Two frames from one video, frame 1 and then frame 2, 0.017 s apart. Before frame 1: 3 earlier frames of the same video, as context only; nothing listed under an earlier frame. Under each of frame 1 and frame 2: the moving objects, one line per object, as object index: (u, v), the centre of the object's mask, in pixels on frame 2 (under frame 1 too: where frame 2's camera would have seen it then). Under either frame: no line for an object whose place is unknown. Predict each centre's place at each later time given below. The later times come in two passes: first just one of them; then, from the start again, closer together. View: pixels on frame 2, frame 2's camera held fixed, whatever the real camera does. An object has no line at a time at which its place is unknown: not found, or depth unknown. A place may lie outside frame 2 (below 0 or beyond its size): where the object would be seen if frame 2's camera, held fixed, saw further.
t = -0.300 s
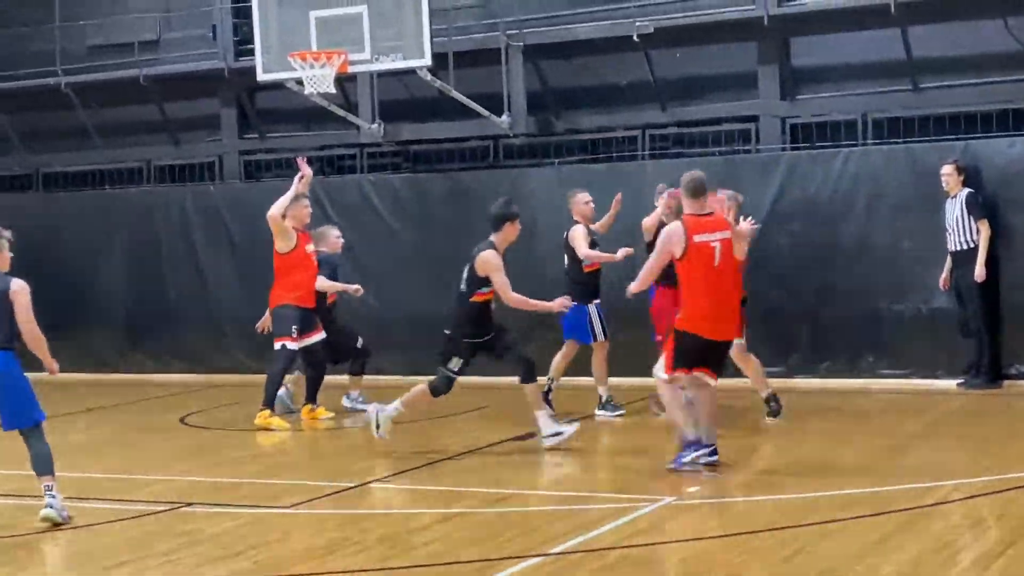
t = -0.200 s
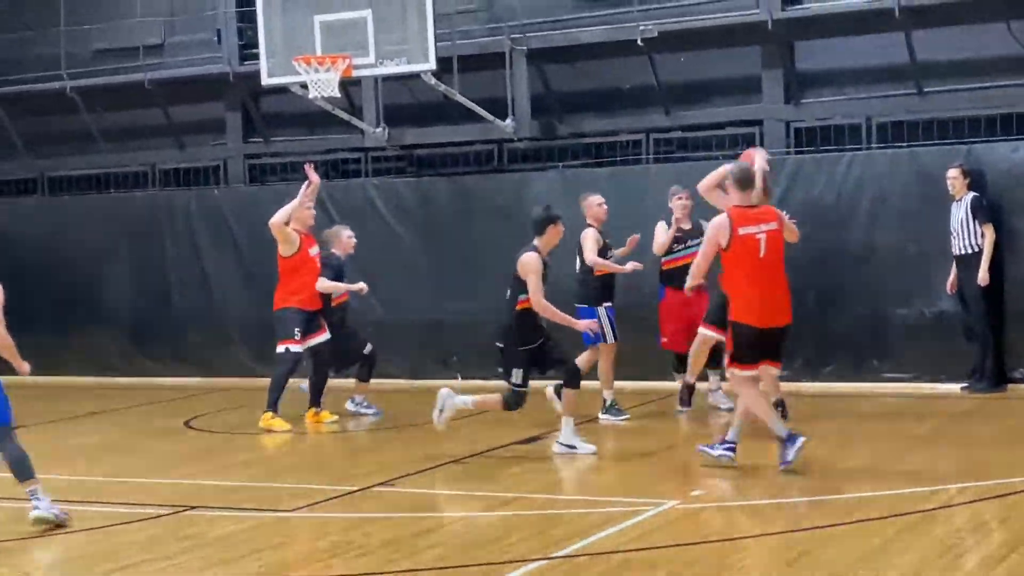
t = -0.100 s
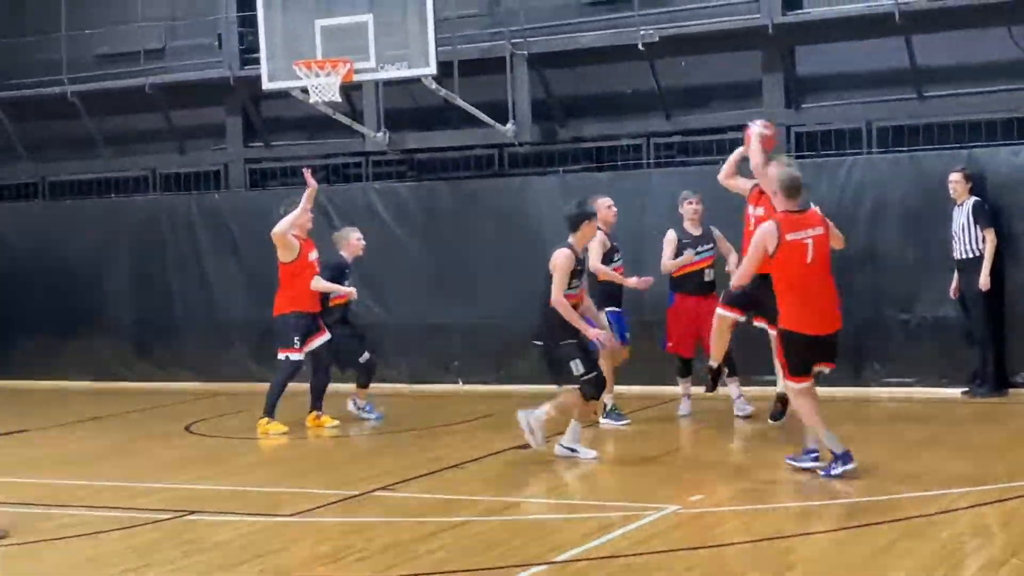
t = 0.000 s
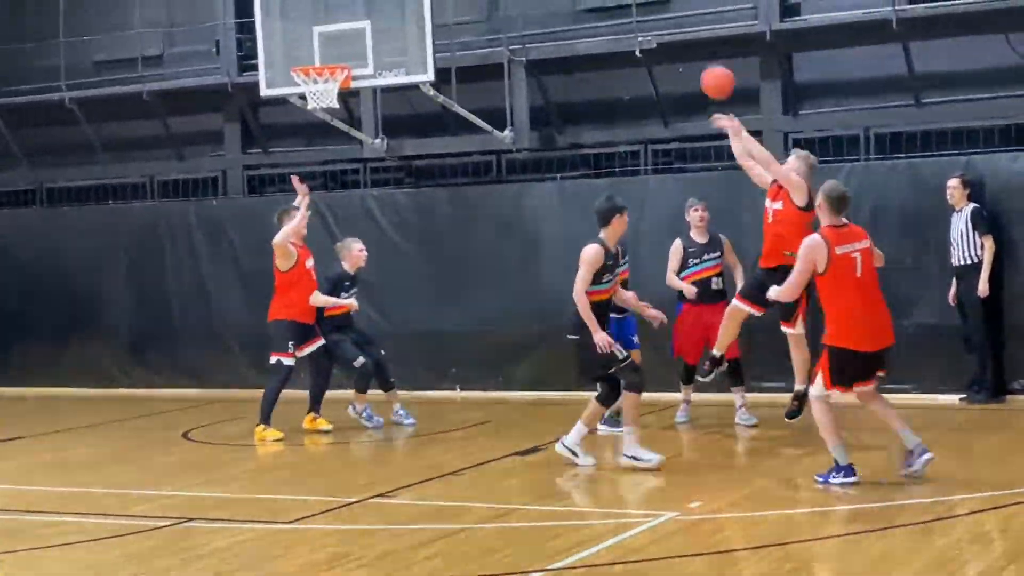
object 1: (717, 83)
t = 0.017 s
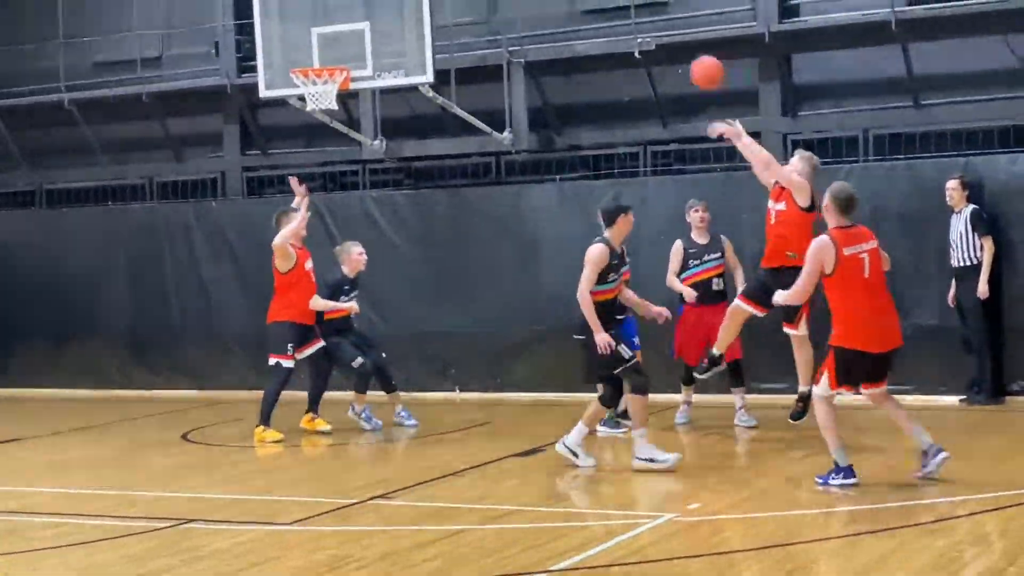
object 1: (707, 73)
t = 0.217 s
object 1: (603, -19)
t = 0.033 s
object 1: (698, 62)
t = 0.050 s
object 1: (690, 53)
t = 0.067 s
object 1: (681, 44)
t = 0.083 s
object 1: (671, 34)
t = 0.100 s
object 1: (664, 27)
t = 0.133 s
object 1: (646, 11)
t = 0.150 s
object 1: (638, 4)
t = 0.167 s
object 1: (628, -3)
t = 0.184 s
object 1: (620, -10)
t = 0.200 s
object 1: (612, -14)
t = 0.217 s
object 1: (603, -19)
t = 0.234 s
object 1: (594, -25)
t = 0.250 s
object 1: (587, -27)
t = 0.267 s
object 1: (578, -31)
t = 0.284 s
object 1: (569, -35)
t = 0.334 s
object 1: (547, -45)
